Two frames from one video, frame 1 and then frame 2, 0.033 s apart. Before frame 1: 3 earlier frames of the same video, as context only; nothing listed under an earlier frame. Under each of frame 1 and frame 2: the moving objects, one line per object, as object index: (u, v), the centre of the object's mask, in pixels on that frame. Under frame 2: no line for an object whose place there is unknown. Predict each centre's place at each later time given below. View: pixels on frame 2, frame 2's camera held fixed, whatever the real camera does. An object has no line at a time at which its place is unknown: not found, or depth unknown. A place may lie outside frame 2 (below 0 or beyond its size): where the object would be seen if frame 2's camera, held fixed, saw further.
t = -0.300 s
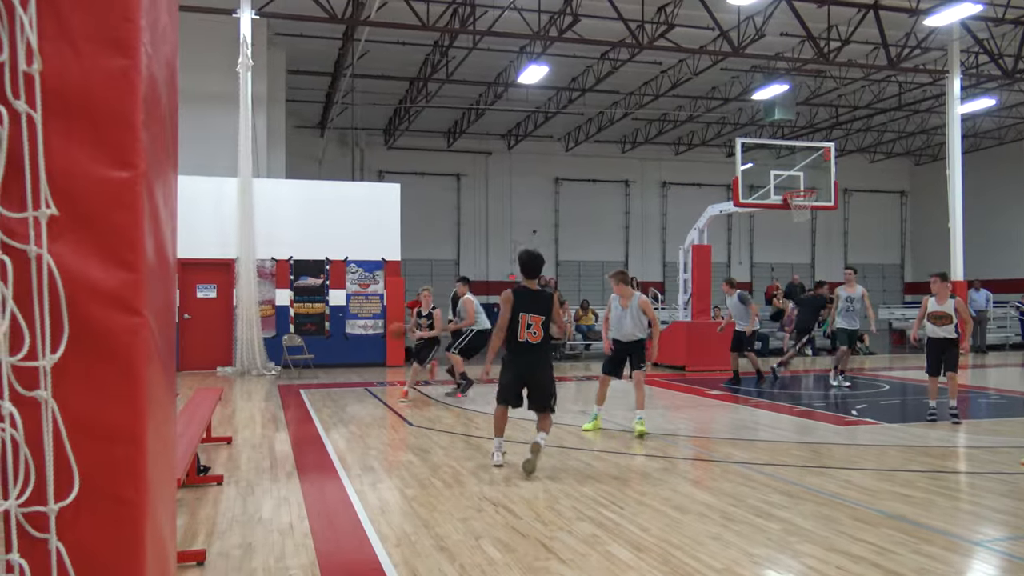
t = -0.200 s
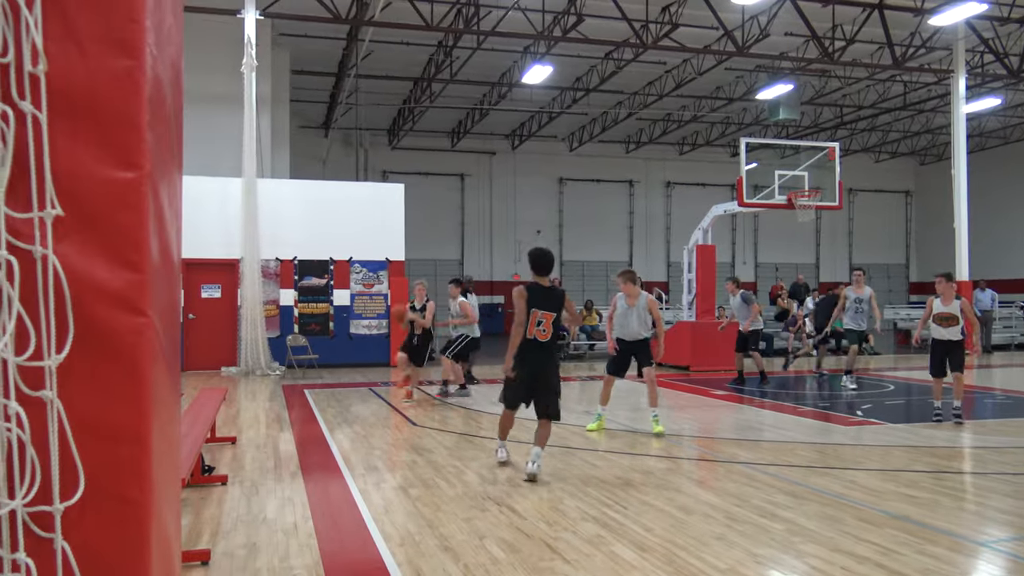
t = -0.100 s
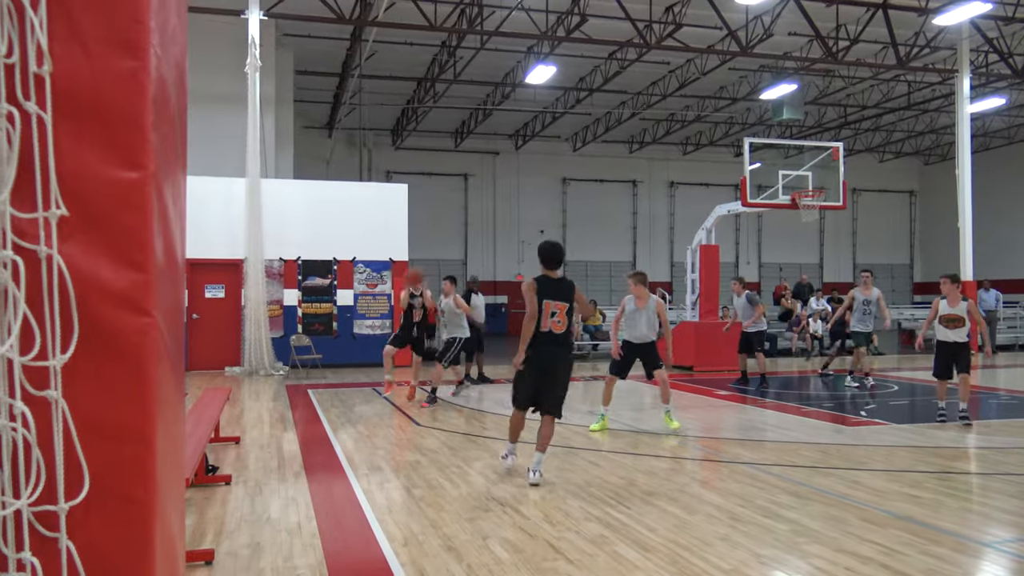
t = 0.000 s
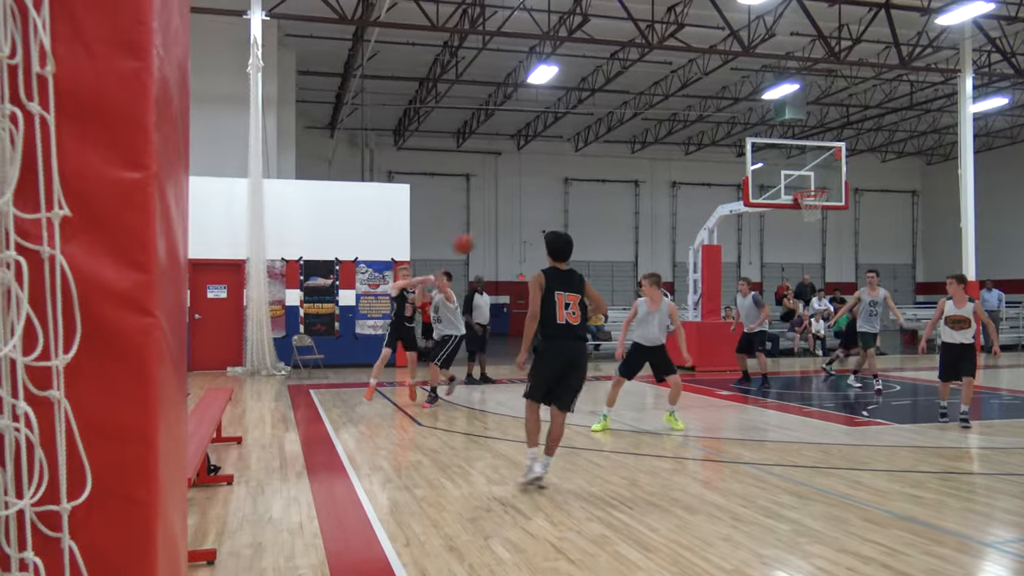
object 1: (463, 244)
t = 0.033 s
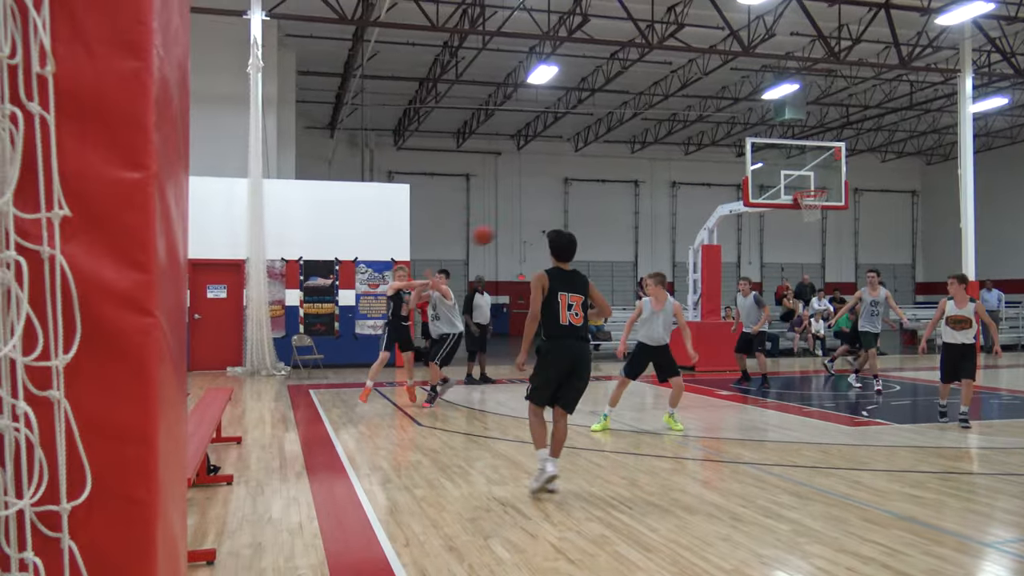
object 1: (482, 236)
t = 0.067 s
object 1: (502, 227)
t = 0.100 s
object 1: (524, 219)
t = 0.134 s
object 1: (547, 213)
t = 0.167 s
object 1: (570, 205)
